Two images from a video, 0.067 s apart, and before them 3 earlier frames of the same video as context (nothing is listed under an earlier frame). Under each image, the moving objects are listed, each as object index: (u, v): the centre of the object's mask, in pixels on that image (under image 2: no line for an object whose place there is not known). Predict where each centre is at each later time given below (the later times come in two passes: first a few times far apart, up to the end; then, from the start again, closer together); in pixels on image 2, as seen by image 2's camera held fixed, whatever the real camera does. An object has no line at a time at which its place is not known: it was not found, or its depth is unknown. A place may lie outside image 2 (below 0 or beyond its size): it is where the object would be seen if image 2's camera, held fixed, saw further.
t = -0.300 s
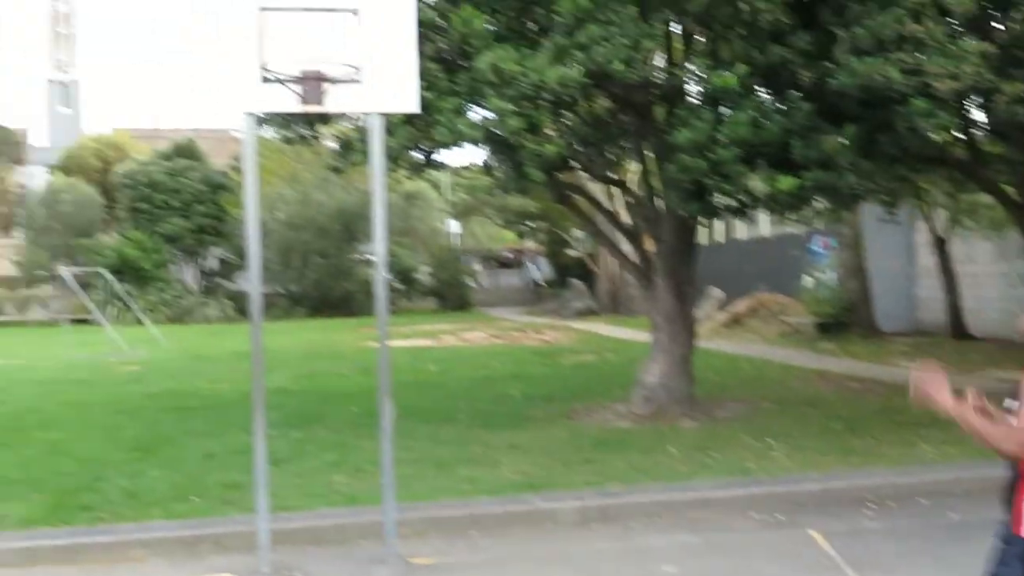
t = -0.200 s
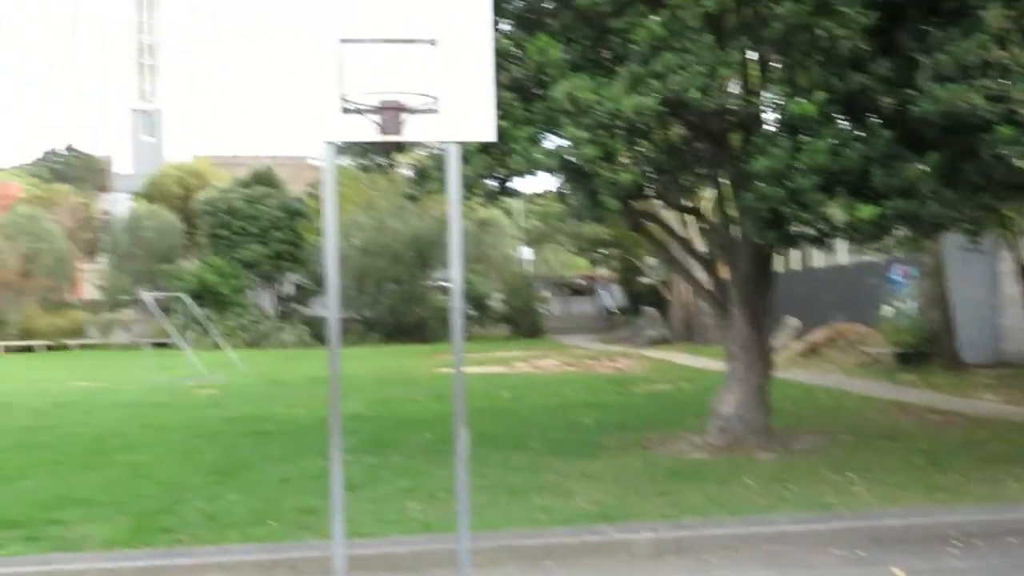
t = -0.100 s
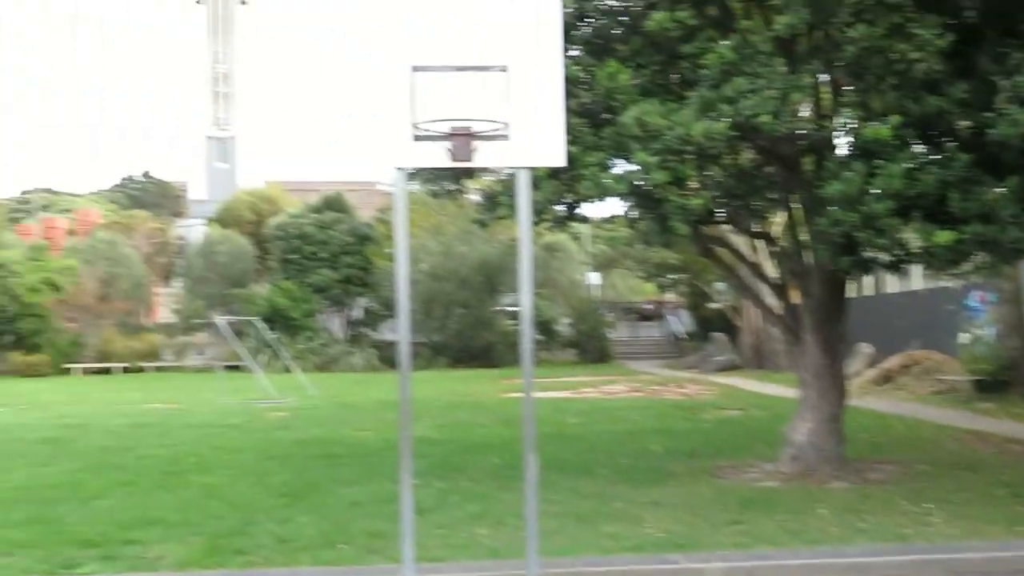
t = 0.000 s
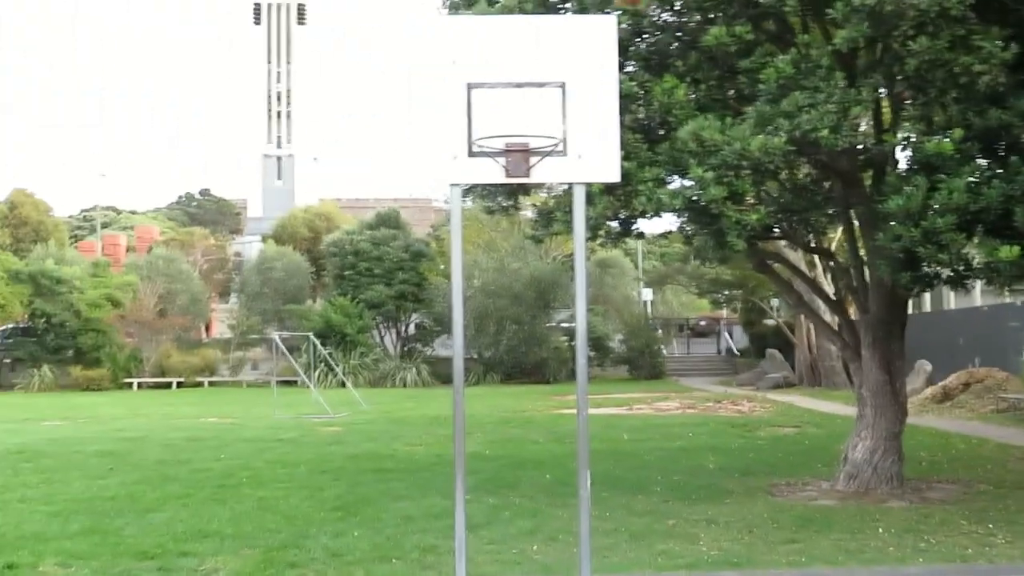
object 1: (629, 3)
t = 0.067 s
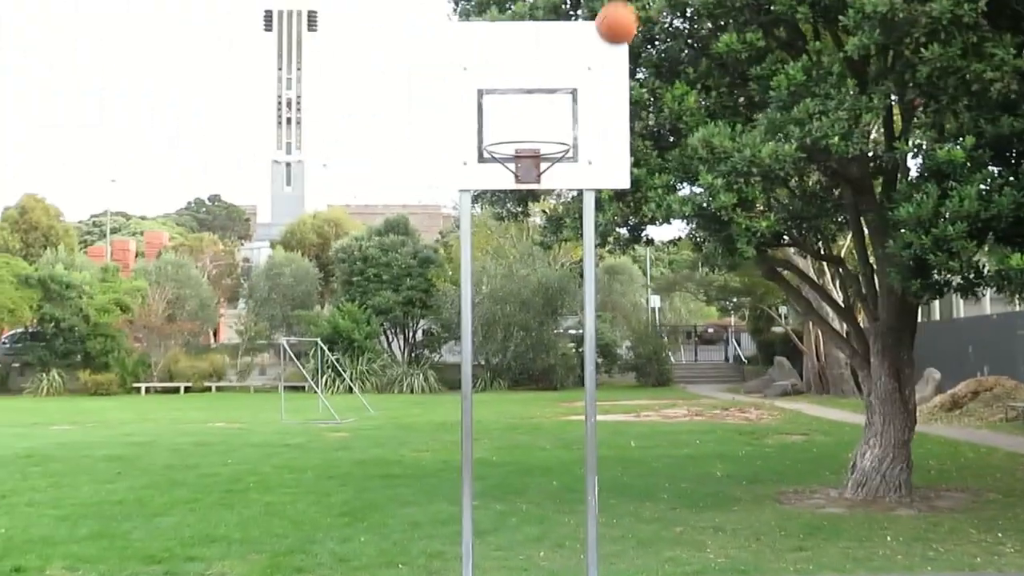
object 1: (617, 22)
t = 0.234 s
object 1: (562, 124)
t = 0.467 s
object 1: (520, 170)
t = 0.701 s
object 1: (505, 276)
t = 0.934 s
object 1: (494, 463)
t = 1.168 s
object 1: (487, 525)
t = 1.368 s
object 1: (484, 415)
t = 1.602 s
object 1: (482, 356)
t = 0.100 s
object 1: (602, 46)
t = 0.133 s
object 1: (590, 68)
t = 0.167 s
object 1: (578, 92)
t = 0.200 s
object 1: (568, 111)
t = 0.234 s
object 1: (562, 124)
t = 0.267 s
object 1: (554, 136)
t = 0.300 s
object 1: (544, 140)
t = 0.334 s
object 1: (535, 147)
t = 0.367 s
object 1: (526, 153)
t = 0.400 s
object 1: (524, 157)
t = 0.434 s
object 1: (523, 164)
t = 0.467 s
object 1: (520, 170)
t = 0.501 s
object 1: (518, 180)
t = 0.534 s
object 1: (515, 193)
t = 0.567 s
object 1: (513, 206)
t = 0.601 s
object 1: (511, 220)
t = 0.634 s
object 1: (509, 238)
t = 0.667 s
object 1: (507, 256)
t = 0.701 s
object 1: (505, 276)
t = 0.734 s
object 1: (503, 298)
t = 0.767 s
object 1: (501, 322)
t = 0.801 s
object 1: (499, 347)
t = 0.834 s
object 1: (498, 373)
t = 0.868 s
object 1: (496, 401)
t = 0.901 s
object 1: (495, 432)
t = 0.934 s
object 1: (494, 463)
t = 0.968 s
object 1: (492, 497)
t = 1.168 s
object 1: (487, 525)
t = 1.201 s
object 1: (487, 511)
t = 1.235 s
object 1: (486, 488)
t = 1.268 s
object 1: (487, 466)
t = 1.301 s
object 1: (486, 447)
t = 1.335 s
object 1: (484, 431)
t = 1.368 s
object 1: (484, 415)
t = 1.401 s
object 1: (483, 402)
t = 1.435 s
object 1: (483, 390)
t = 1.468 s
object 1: (483, 379)
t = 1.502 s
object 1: (483, 373)
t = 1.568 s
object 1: (482, 360)
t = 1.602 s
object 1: (482, 356)
